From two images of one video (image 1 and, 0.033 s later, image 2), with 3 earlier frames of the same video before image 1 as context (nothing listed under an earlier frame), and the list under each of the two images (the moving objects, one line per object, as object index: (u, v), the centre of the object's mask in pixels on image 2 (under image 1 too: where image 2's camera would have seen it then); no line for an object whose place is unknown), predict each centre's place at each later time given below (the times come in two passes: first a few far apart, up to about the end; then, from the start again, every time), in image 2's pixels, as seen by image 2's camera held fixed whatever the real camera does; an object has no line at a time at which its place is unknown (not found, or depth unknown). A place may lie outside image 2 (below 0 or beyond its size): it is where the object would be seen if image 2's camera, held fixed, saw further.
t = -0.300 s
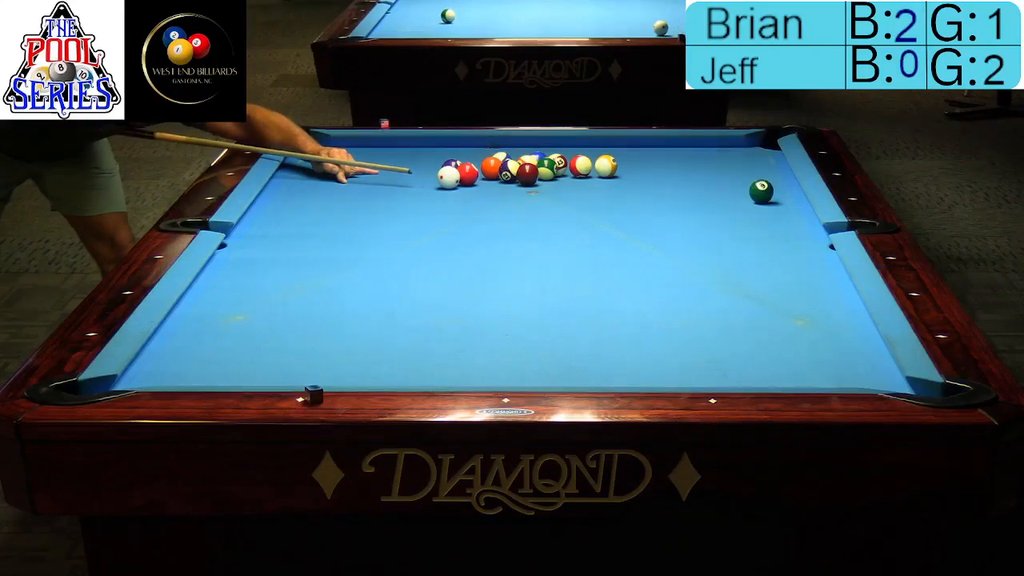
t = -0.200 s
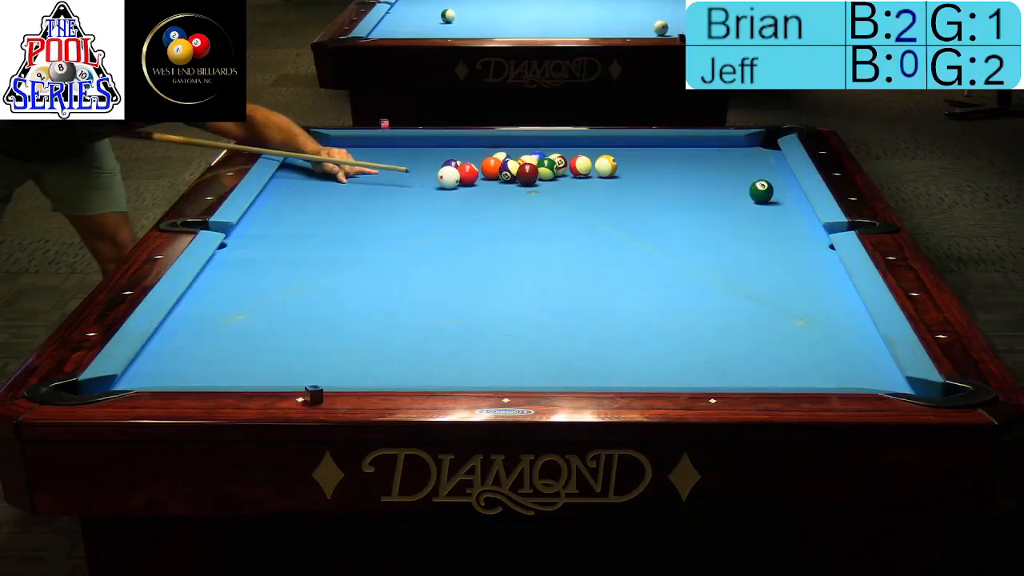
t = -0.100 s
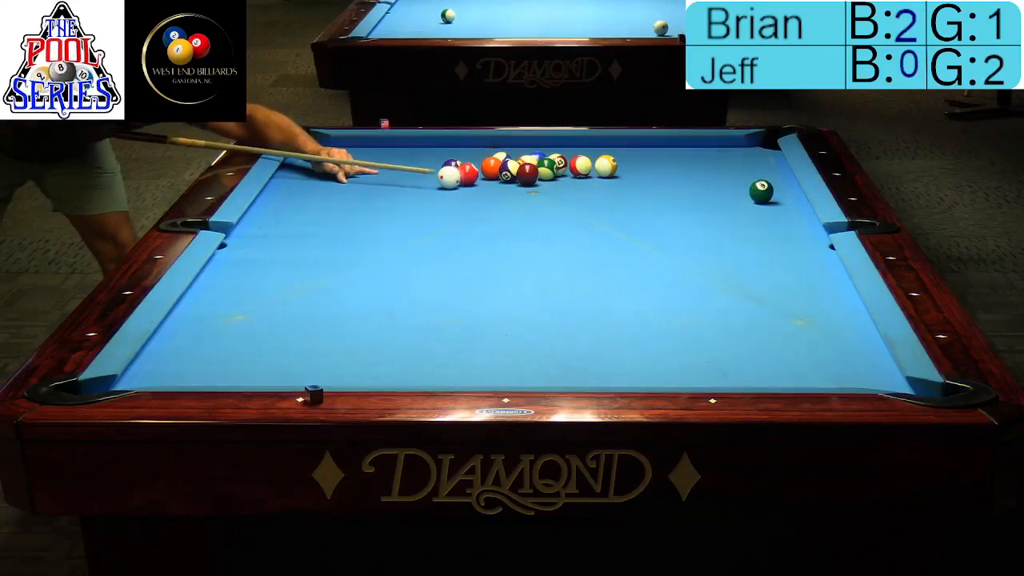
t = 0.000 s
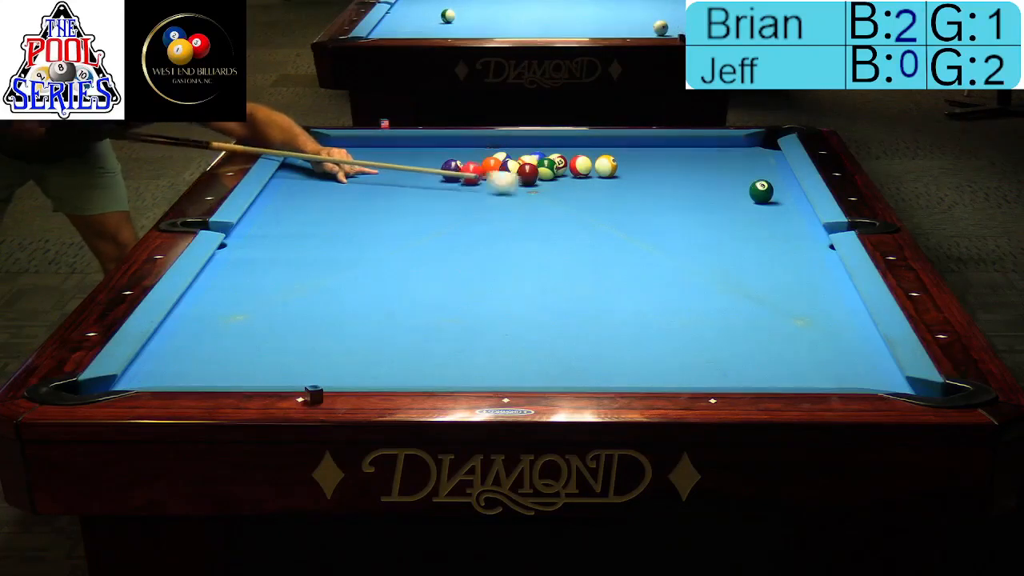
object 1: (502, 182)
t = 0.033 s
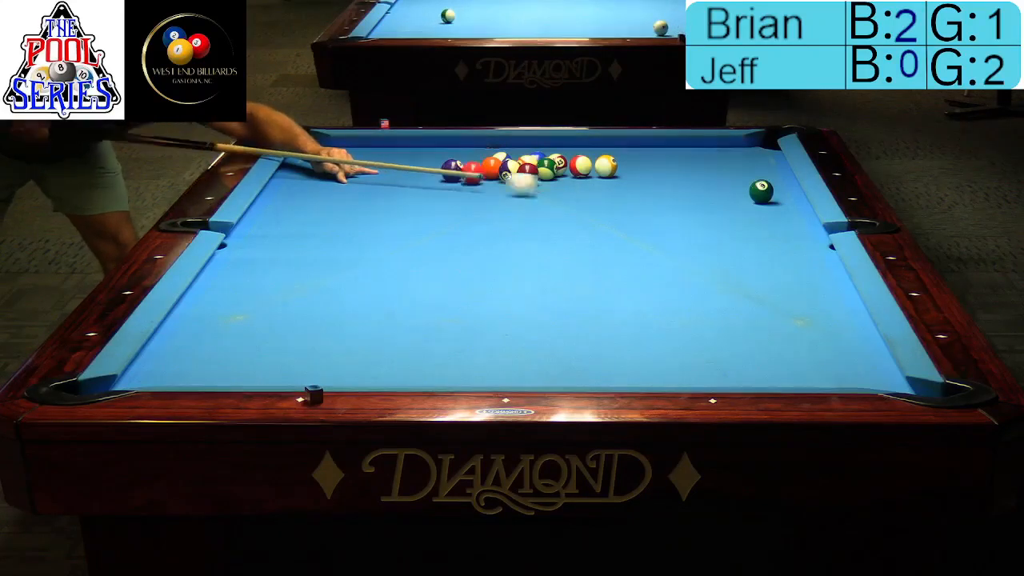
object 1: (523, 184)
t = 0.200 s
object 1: (617, 193)
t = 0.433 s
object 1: (760, 207)
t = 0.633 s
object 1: (750, 220)
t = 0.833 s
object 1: (675, 232)
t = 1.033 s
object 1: (597, 245)
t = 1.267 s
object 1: (503, 260)
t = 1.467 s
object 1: (420, 274)
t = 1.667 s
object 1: (334, 288)
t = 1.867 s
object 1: (245, 302)
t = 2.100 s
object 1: (203, 316)
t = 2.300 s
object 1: (240, 323)
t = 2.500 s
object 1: (275, 330)
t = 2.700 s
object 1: (310, 337)
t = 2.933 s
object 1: (351, 344)
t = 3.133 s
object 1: (384, 351)
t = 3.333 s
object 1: (416, 357)
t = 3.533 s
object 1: (448, 363)
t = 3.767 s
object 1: (483, 369)
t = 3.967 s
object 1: (511, 372)
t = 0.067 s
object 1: (541, 185)
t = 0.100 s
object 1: (561, 188)
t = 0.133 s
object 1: (580, 190)
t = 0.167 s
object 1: (599, 191)
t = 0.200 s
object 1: (617, 193)
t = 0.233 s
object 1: (637, 195)
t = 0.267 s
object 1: (657, 196)
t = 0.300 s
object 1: (677, 198)
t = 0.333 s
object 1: (697, 201)
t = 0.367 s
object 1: (717, 203)
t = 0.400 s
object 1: (738, 205)
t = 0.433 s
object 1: (760, 207)
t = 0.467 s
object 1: (780, 210)
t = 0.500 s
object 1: (798, 212)
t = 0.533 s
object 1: (790, 214)
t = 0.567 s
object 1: (776, 216)
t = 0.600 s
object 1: (762, 217)
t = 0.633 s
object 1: (750, 220)
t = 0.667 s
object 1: (738, 222)
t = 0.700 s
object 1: (725, 224)
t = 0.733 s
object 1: (714, 226)
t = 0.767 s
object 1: (701, 228)
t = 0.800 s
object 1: (687, 230)
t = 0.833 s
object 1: (675, 232)
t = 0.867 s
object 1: (662, 234)
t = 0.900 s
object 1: (650, 236)
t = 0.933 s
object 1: (636, 238)
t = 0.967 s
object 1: (623, 240)
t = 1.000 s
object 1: (610, 243)
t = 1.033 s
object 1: (597, 245)
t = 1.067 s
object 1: (584, 247)
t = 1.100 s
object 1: (571, 248)
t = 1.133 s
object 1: (557, 251)
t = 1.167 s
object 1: (544, 253)
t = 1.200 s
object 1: (530, 255)
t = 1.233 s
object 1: (517, 257)
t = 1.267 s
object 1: (503, 260)
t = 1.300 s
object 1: (490, 262)
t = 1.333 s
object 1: (475, 264)
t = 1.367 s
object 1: (462, 267)
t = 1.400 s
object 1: (448, 269)
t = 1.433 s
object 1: (434, 271)
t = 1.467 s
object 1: (420, 274)
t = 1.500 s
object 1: (405, 276)
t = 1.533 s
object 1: (392, 278)
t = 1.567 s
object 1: (378, 281)
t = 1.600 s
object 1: (363, 283)
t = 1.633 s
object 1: (348, 285)
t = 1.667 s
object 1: (334, 288)
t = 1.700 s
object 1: (320, 290)
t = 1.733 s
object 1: (304, 293)
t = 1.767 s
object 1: (289, 296)
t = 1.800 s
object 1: (275, 297)
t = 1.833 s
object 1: (261, 299)
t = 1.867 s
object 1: (245, 302)
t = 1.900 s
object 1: (230, 304)
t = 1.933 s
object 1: (214, 307)
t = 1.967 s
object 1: (199, 310)
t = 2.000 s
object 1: (186, 312)
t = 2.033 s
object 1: (189, 314)
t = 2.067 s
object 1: (197, 315)
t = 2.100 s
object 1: (203, 316)
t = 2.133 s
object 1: (209, 317)
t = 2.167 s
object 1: (215, 318)
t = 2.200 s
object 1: (221, 319)
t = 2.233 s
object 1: (227, 321)
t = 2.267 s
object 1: (233, 322)
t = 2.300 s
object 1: (240, 323)
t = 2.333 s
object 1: (245, 324)
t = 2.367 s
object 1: (251, 325)
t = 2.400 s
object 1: (258, 326)
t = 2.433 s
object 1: (263, 328)
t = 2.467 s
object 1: (270, 329)
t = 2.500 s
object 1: (275, 330)
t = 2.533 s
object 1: (281, 331)
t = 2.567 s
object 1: (287, 332)
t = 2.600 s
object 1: (293, 333)
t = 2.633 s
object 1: (299, 334)
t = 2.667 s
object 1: (305, 336)
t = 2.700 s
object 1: (310, 337)
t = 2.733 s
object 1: (316, 338)
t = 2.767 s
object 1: (322, 339)
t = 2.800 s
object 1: (328, 340)
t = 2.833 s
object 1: (334, 341)
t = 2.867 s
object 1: (339, 342)
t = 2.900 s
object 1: (345, 344)
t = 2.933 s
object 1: (351, 344)
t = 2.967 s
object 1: (356, 346)
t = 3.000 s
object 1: (362, 347)
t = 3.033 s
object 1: (367, 348)
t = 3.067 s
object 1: (373, 349)
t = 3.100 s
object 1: (379, 350)
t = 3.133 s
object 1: (384, 351)
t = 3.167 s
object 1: (390, 352)
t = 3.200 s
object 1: (395, 353)
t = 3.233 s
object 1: (401, 354)
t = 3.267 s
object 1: (406, 355)
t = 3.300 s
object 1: (411, 356)
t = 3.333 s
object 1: (416, 357)
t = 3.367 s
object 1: (422, 359)
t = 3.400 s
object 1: (427, 359)
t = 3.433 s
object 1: (432, 360)
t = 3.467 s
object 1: (437, 361)
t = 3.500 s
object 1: (443, 362)
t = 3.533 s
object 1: (448, 363)
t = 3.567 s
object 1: (453, 364)
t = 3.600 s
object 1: (458, 365)
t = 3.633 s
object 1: (463, 366)
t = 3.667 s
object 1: (468, 367)
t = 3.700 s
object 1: (473, 367)
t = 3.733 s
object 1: (478, 368)
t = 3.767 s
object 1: (483, 369)
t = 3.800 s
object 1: (488, 369)
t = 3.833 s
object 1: (493, 370)
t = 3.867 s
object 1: (497, 371)
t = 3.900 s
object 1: (502, 371)
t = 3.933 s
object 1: (507, 372)
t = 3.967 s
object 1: (511, 372)
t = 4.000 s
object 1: (515, 373)
